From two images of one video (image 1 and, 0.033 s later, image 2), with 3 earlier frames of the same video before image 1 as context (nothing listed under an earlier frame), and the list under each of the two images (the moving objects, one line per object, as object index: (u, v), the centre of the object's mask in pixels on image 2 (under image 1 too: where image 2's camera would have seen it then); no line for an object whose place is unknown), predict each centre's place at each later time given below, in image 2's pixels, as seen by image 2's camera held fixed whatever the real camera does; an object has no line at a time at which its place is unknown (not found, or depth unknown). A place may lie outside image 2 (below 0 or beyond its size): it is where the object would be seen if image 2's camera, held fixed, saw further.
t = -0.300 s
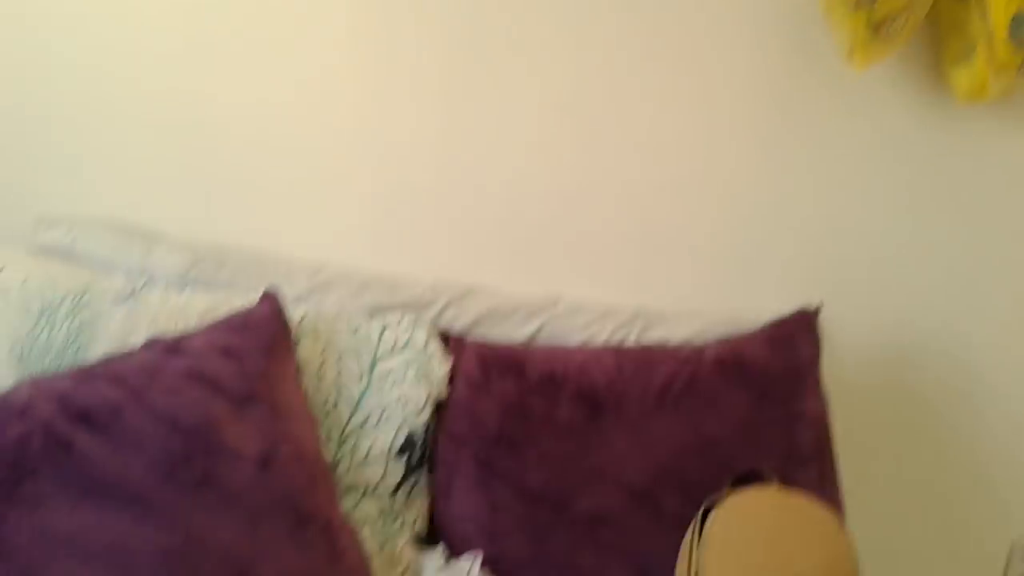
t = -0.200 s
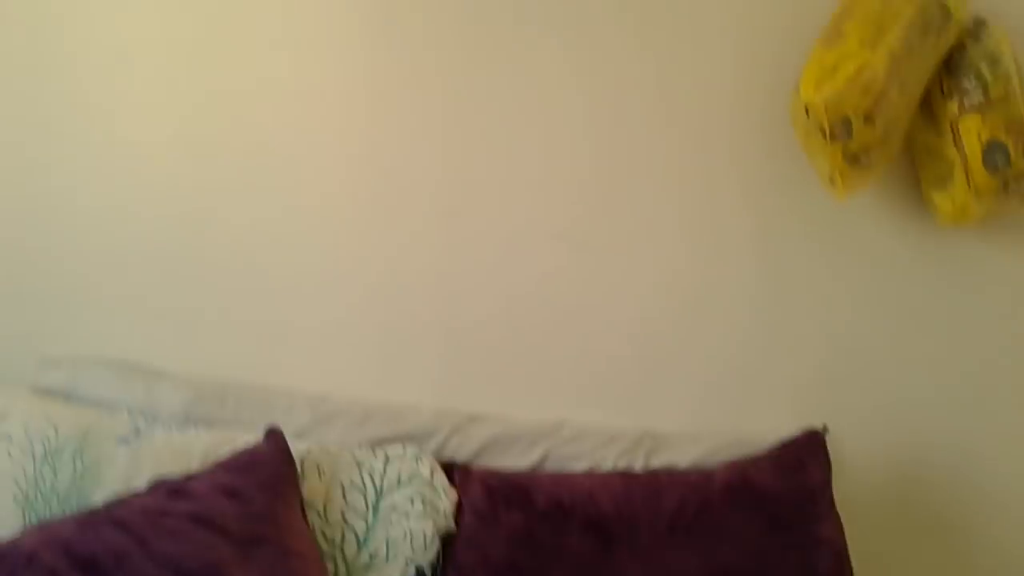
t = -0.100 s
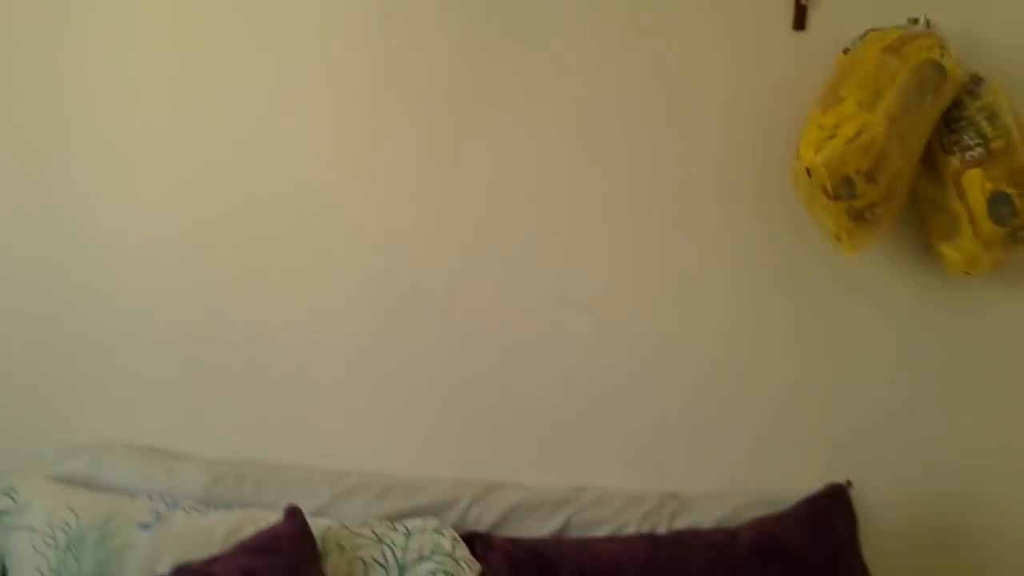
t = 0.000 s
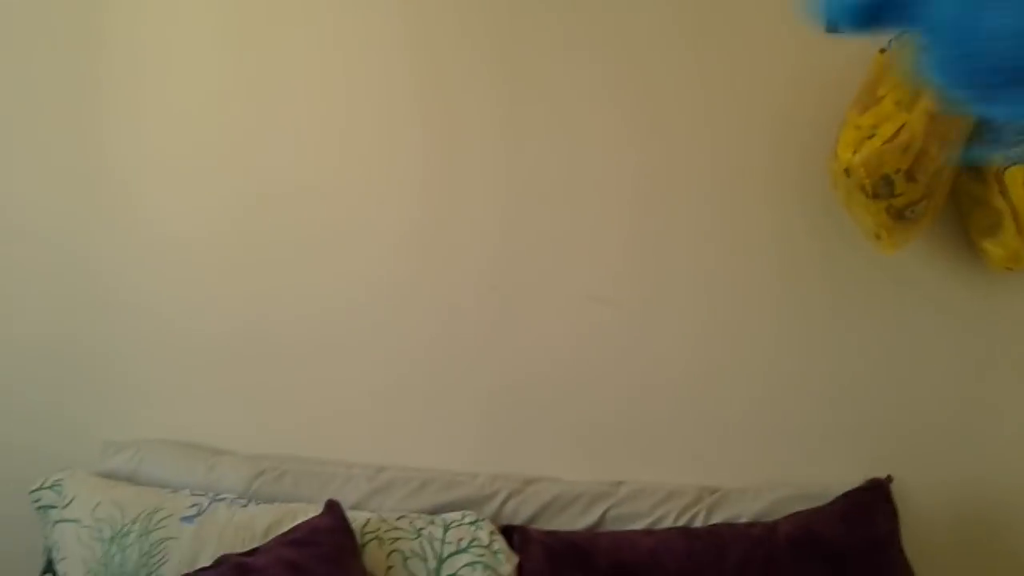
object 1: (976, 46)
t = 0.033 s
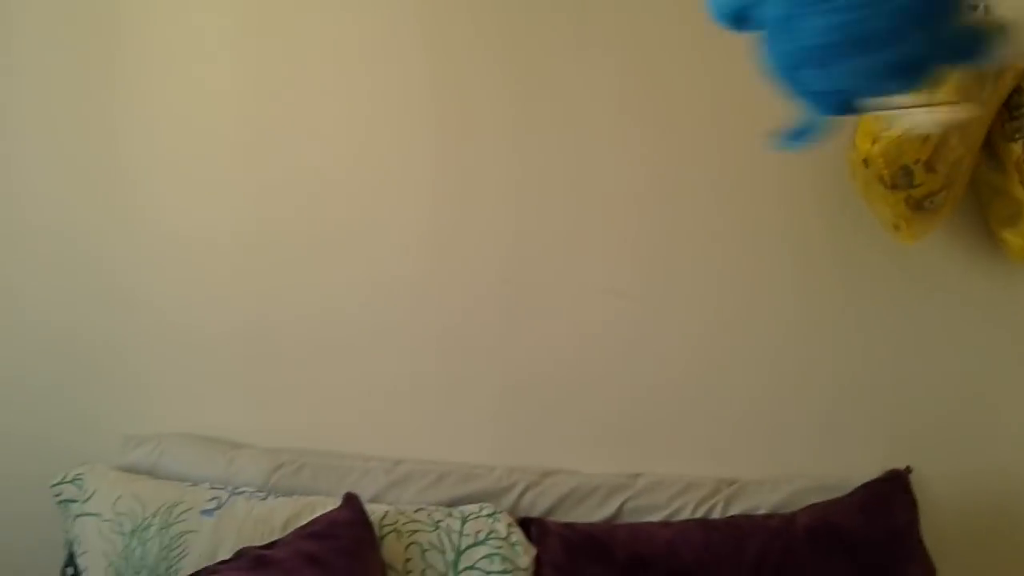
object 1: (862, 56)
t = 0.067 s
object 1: (752, 80)
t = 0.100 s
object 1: (677, 98)
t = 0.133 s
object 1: (622, 120)
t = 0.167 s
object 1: (587, 154)
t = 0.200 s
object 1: (560, 187)
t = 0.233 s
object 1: (539, 217)
